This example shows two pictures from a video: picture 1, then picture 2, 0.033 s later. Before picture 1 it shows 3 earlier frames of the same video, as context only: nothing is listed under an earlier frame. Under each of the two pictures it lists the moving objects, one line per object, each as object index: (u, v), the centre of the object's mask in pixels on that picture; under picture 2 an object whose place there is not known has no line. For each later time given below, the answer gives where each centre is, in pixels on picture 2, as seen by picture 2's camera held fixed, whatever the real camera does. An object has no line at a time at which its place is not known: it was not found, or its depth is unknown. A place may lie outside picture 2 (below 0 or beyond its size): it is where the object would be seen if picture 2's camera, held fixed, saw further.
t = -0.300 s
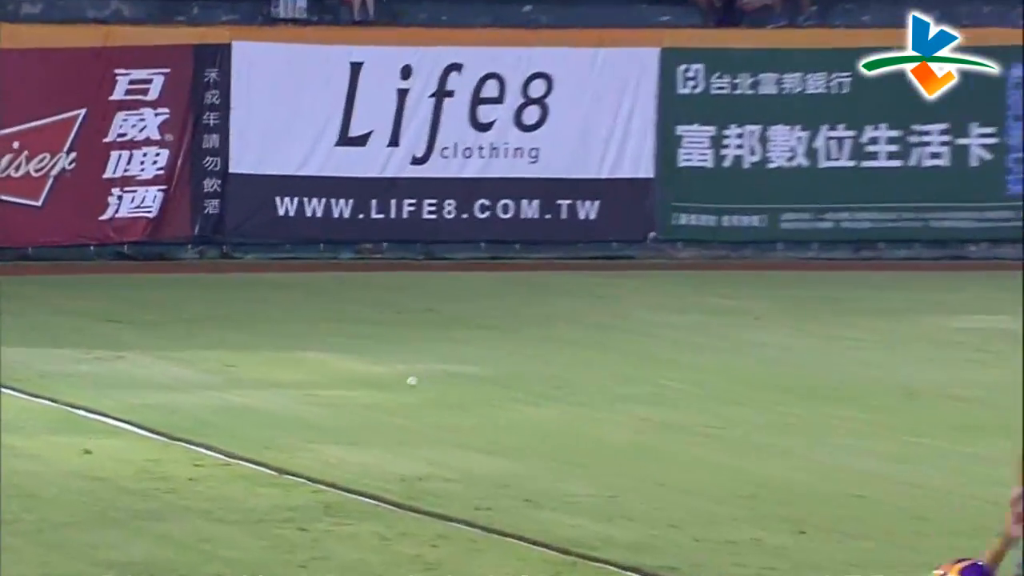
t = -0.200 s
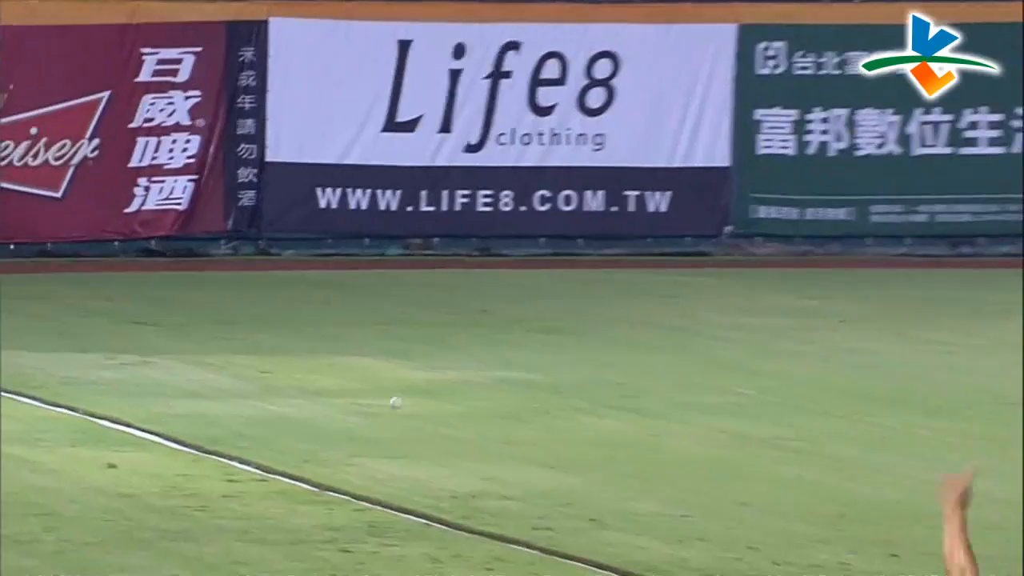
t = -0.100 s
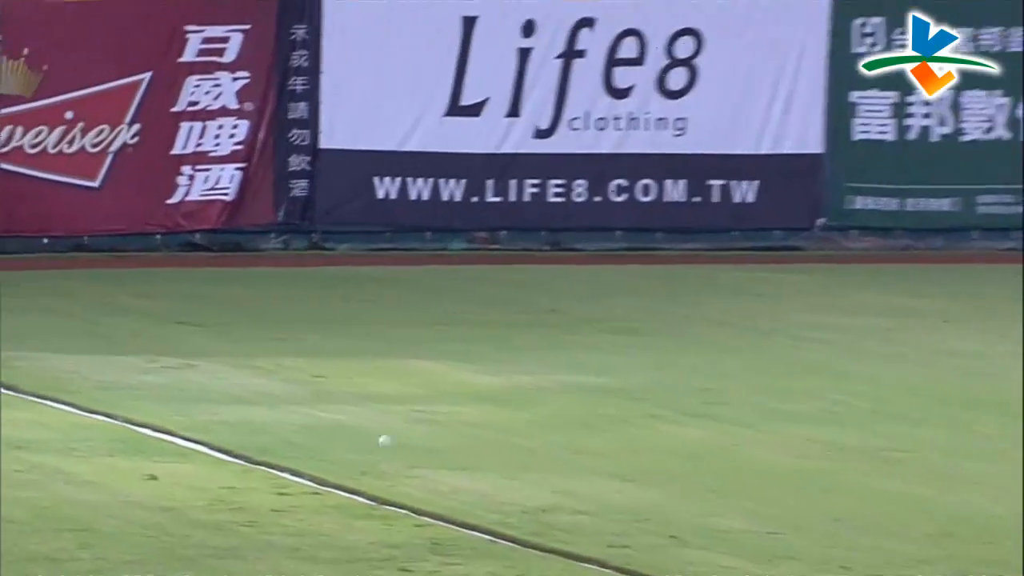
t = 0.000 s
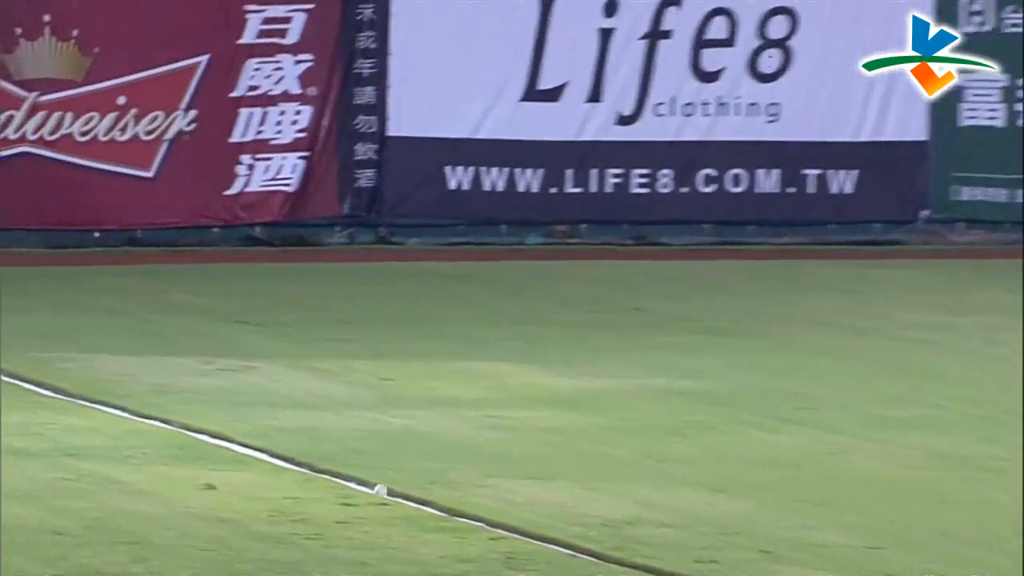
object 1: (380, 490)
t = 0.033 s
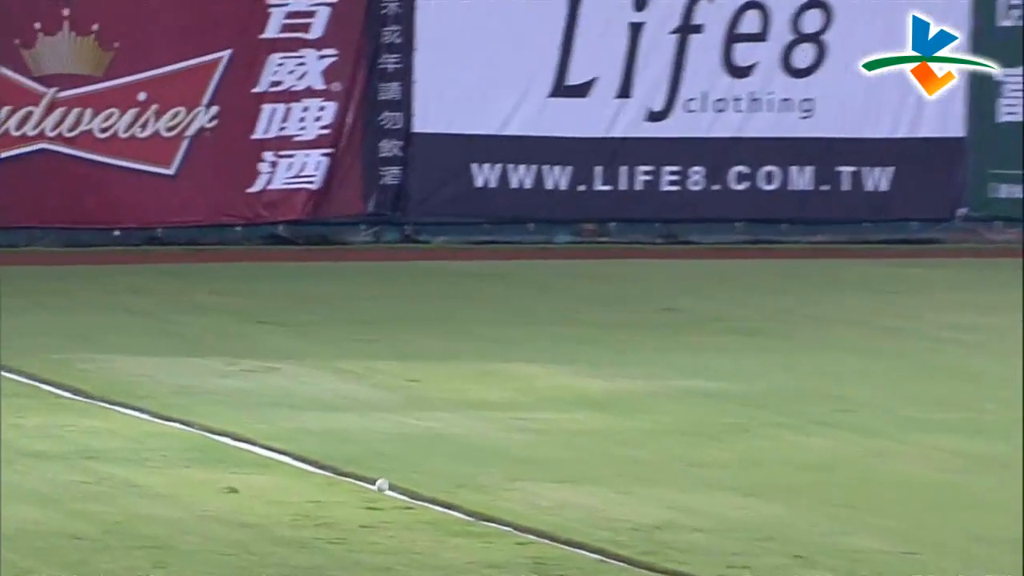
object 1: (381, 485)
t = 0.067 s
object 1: (359, 478)
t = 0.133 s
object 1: (312, 473)
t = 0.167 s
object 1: (288, 470)
